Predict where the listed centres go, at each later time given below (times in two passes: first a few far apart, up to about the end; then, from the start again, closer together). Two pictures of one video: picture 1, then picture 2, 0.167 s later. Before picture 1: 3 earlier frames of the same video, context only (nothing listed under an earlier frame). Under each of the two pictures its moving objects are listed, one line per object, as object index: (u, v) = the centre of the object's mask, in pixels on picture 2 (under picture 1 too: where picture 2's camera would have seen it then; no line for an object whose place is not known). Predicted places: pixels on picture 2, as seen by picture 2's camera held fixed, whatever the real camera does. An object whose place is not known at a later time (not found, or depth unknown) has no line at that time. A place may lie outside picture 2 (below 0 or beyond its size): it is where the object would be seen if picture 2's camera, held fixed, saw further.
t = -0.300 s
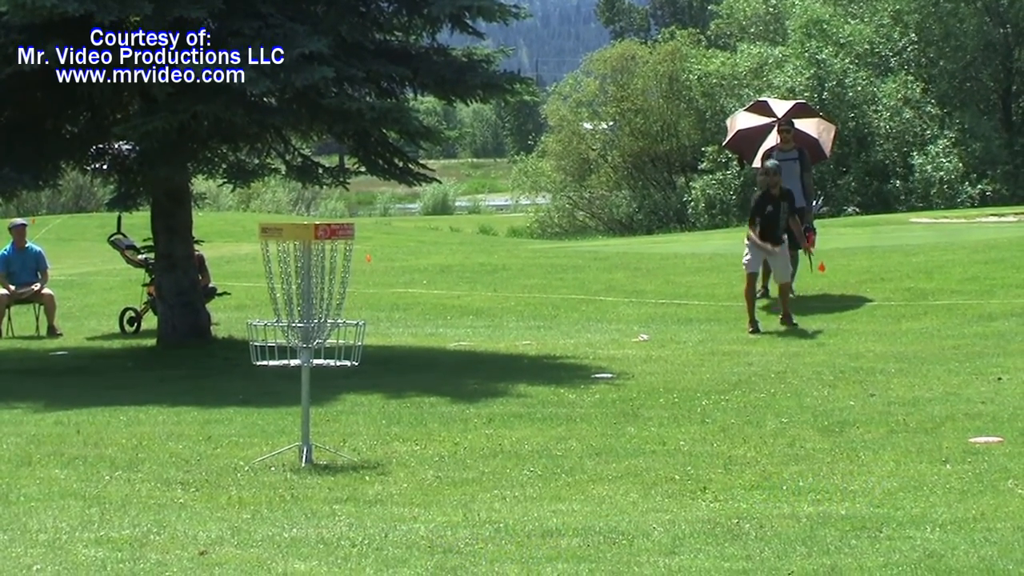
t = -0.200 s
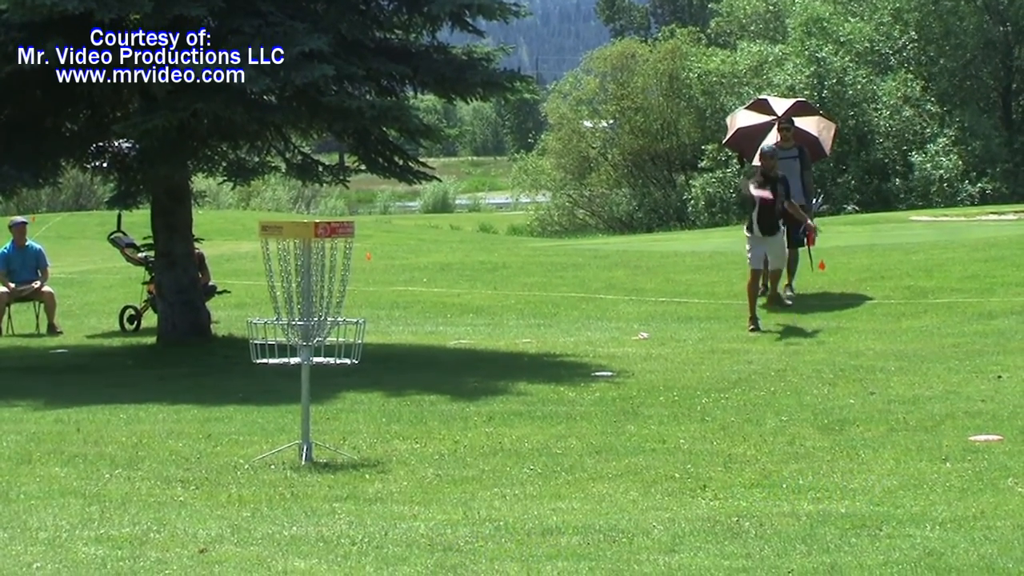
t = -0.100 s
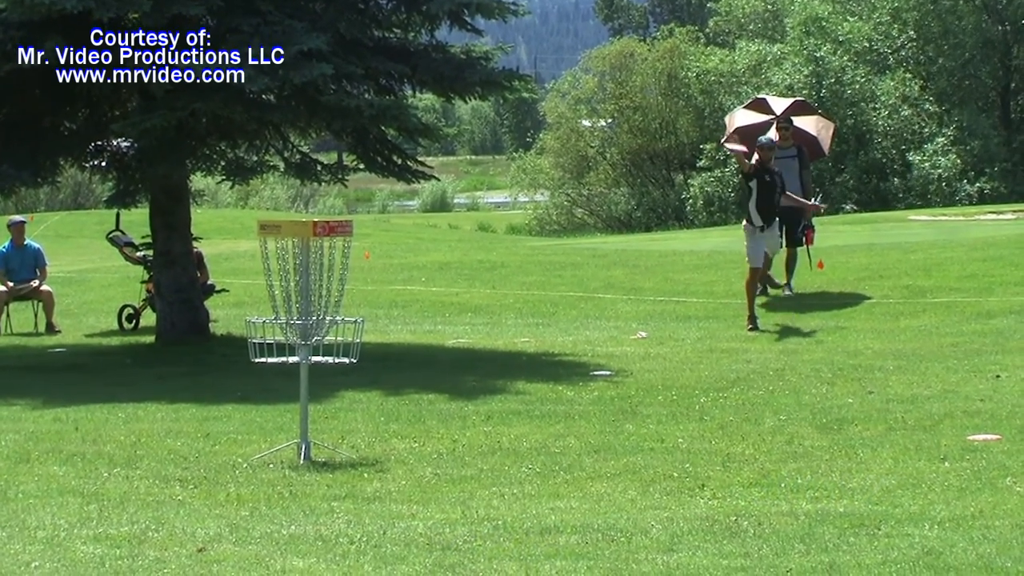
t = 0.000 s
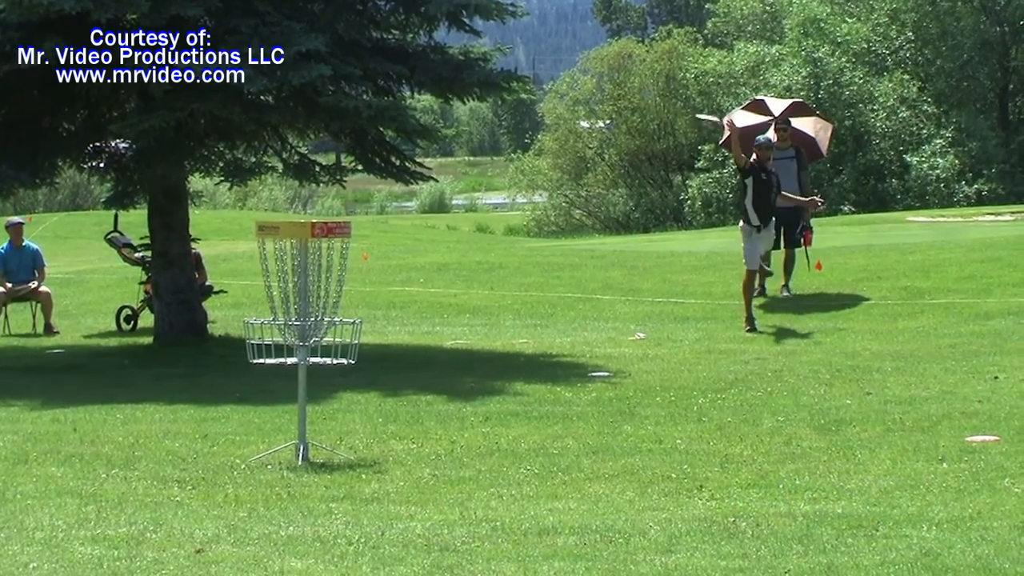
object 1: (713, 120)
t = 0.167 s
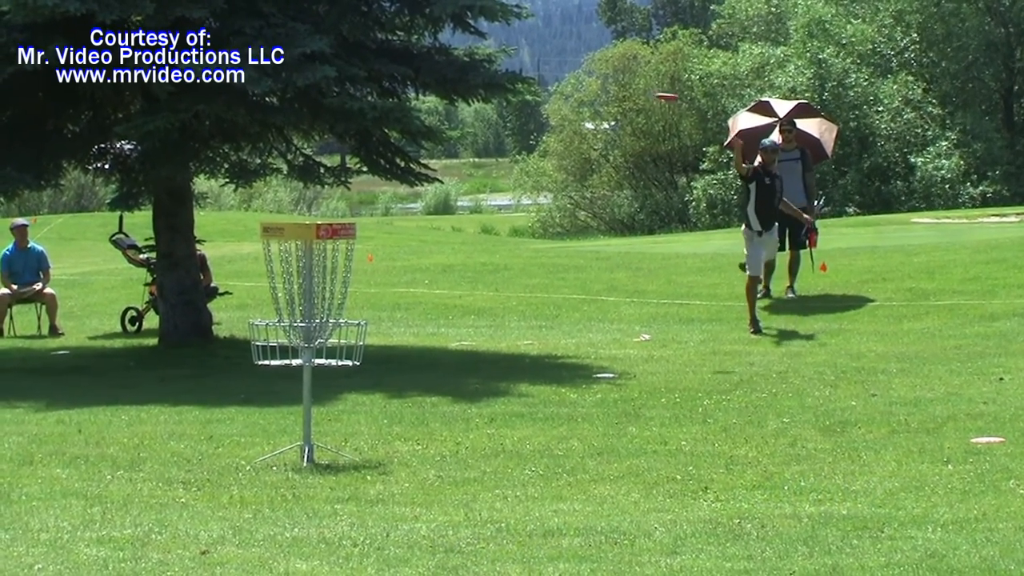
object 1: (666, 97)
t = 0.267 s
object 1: (637, 97)
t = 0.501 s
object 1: (570, 125)
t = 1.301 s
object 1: (367, 466)
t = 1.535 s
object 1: (372, 464)
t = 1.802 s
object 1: (433, 480)
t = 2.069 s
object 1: (506, 487)
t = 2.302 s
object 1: (513, 492)
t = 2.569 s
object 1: (513, 492)
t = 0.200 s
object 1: (657, 96)
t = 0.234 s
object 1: (648, 96)
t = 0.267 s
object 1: (637, 97)
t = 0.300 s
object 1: (626, 98)
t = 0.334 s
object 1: (619, 102)
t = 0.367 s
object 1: (610, 105)
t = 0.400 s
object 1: (599, 108)
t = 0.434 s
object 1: (589, 114)
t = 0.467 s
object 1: (578, 119)
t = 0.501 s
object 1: (570, 125)
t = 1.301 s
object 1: (367, 466)
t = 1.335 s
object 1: (367, 470)
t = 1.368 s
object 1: (367, 465)
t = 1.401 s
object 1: (368, 461)
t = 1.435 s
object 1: (368, 460)
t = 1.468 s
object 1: (370, 459)
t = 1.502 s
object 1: (371, 460)
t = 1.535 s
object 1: (372, 464)
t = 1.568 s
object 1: (373, 470)
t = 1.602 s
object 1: (375, 477)
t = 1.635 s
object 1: (379, 483)
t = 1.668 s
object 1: (386, 486)
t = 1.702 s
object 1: (395, 485)
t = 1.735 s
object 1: (408, 482)
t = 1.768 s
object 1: (420, 481)
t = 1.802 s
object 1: (433, 480)
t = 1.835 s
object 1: (446, 482)
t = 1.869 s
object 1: (459, 484)
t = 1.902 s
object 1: (472, 488)
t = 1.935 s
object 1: (483, 493)
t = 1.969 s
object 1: (491, 491)
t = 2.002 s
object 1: (497, 489)
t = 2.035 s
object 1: (504, 487)
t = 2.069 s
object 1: (506, 487)
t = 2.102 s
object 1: (510, 488)
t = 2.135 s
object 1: (512, 489)
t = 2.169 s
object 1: (513, 491)
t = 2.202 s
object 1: (513, 491)
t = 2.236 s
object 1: (512, 491)
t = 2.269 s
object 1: (512, 491)
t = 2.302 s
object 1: (513, 492)
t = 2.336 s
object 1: (513, 492)
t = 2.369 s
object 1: (513, 492)
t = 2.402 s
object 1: (513, 492)
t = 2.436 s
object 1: (513, 492)
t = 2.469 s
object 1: (513, 492)
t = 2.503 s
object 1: (513, 492)
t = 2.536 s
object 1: (513, 492)
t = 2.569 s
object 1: (513, 492)
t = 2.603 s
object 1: (513, 492)
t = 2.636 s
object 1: (513, 492)
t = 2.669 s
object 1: (512, 491)
